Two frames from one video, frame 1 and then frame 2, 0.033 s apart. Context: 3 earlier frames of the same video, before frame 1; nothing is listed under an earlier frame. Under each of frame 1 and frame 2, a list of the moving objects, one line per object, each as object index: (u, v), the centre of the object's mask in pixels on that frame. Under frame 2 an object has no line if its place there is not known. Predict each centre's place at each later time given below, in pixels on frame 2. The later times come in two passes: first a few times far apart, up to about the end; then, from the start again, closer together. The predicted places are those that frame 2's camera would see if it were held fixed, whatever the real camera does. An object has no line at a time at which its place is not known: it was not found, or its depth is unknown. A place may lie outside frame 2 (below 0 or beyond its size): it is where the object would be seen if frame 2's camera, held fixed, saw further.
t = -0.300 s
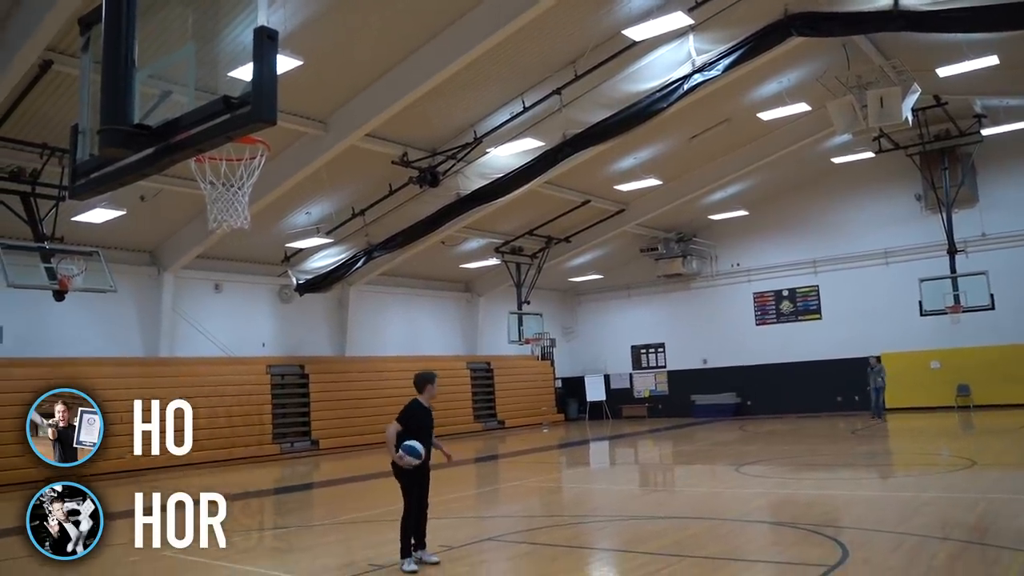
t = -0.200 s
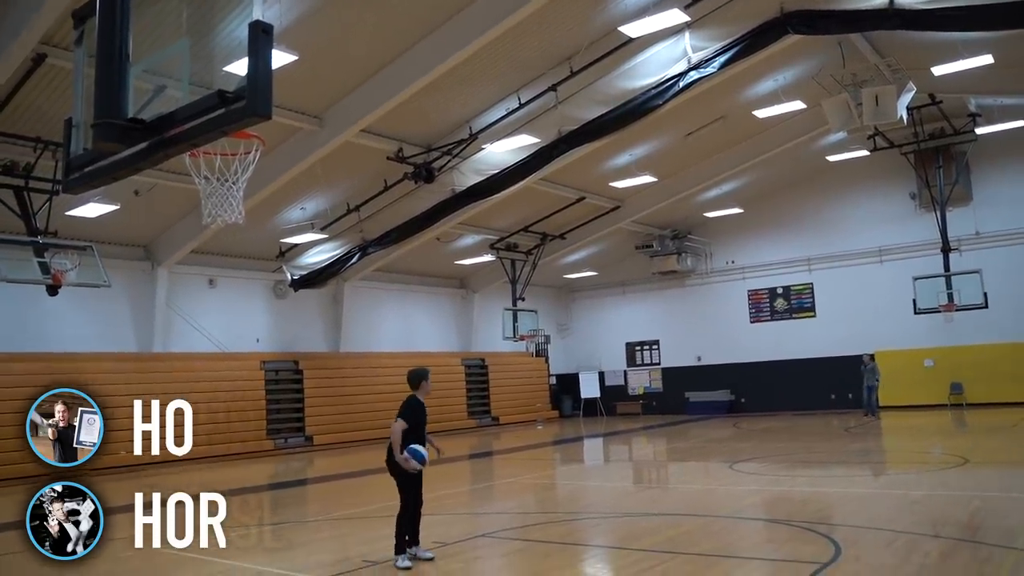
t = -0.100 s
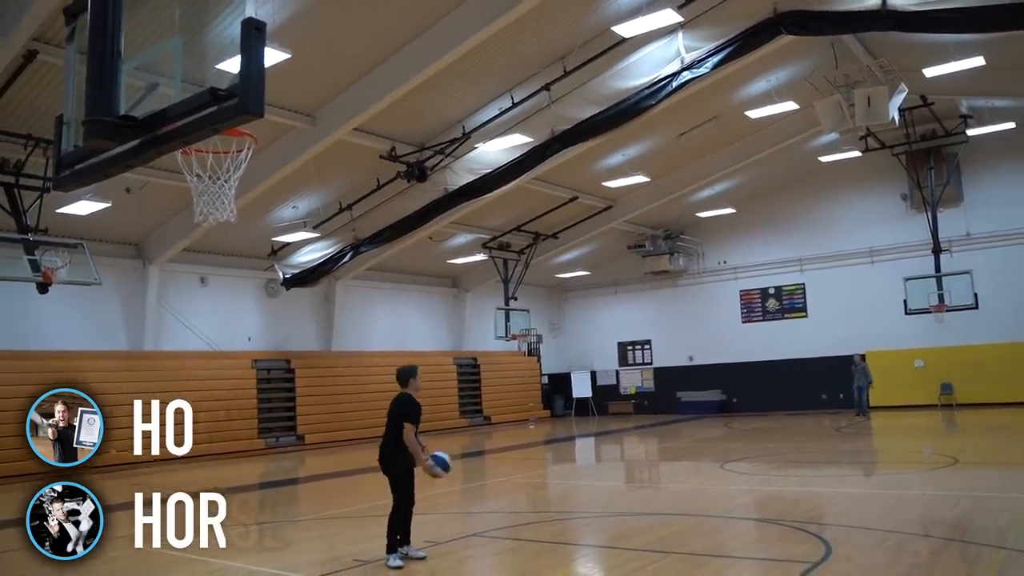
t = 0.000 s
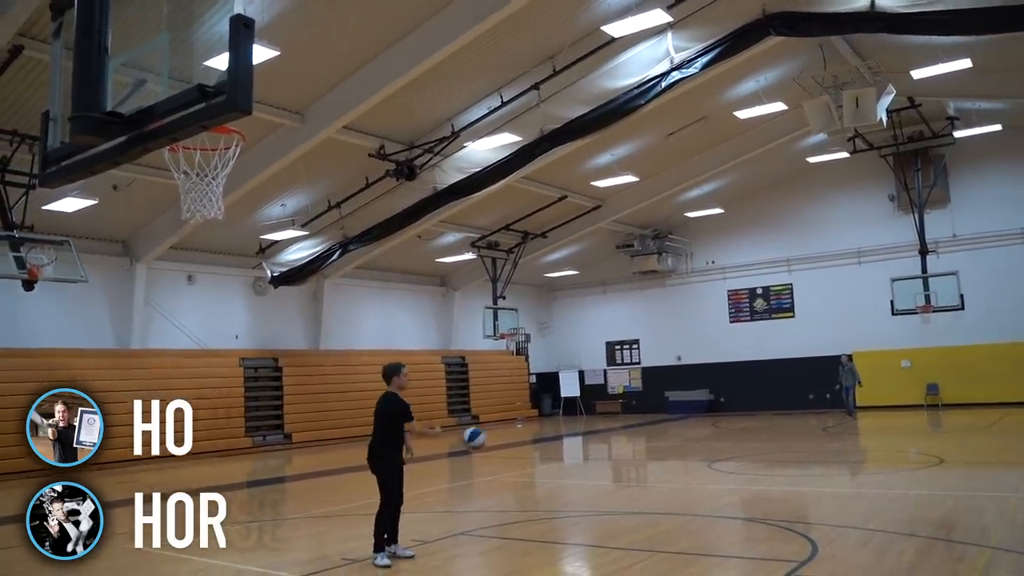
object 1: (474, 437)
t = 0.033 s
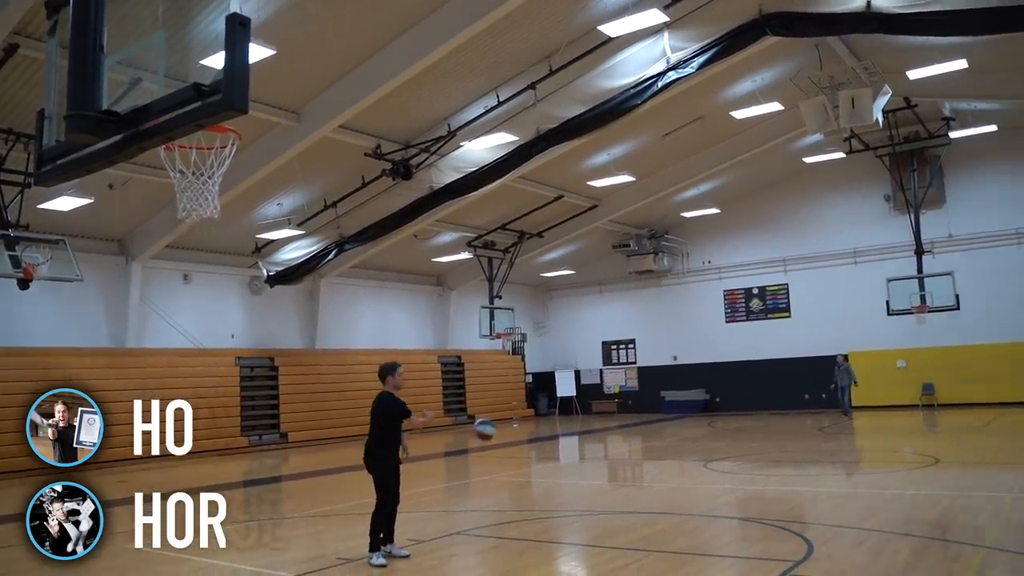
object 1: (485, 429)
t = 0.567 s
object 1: (636, 439)
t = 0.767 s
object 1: (669, 448)
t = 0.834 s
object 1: (678, 435)
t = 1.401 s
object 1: (736, 432)
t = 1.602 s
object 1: (751, 424)
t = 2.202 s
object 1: (790, 417)
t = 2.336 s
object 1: (795, 409)
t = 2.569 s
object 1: (805, 411)
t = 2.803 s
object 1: (813, 411)
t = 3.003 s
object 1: (819, 405)
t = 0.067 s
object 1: (497, 422)
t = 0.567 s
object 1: (636, 439)
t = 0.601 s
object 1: (643, 446)
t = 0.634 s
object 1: (649, 452)
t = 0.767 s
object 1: (669, 448)
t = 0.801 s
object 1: (674, 441)
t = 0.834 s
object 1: (678, 435)
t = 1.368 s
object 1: (734, 427)
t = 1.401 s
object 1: (736, 432)
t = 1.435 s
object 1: (739, 438)
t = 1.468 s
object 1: (743, 443)
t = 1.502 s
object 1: (744, 438)
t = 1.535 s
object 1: (747, 432)
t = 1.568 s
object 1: (749, 428)
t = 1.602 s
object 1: (751, 424)
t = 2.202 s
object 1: (790, 417)
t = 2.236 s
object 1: (792, 414)
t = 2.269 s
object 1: (792, 411)
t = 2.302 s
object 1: (793, 410)
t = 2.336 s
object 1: (795, 409)
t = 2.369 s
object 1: (797, 408)
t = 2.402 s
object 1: (799, 408)
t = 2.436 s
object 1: (799, 407)
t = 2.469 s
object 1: (801, 408)
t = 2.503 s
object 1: (803, 408)
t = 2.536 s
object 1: (804, 410)
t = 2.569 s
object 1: (805, 411)
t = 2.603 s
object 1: (806, 414)
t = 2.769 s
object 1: (812, 414)
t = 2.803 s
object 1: (813, 411)
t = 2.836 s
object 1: (814, 409)
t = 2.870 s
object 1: (815, 408)
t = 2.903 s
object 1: (816, 406)
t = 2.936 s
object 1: (817, 406)
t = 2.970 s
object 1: (818, 405)
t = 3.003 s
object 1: (819, 405)
